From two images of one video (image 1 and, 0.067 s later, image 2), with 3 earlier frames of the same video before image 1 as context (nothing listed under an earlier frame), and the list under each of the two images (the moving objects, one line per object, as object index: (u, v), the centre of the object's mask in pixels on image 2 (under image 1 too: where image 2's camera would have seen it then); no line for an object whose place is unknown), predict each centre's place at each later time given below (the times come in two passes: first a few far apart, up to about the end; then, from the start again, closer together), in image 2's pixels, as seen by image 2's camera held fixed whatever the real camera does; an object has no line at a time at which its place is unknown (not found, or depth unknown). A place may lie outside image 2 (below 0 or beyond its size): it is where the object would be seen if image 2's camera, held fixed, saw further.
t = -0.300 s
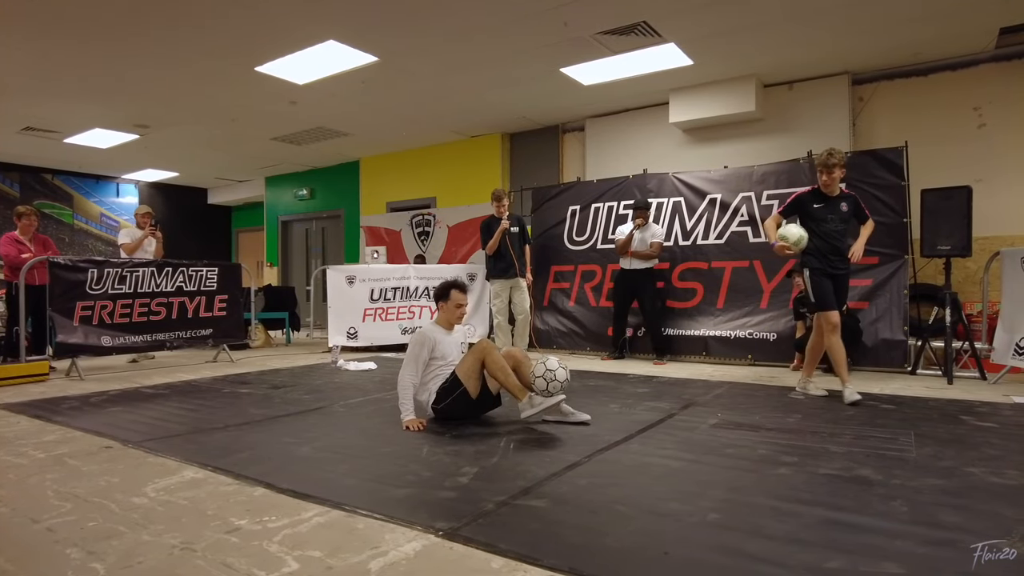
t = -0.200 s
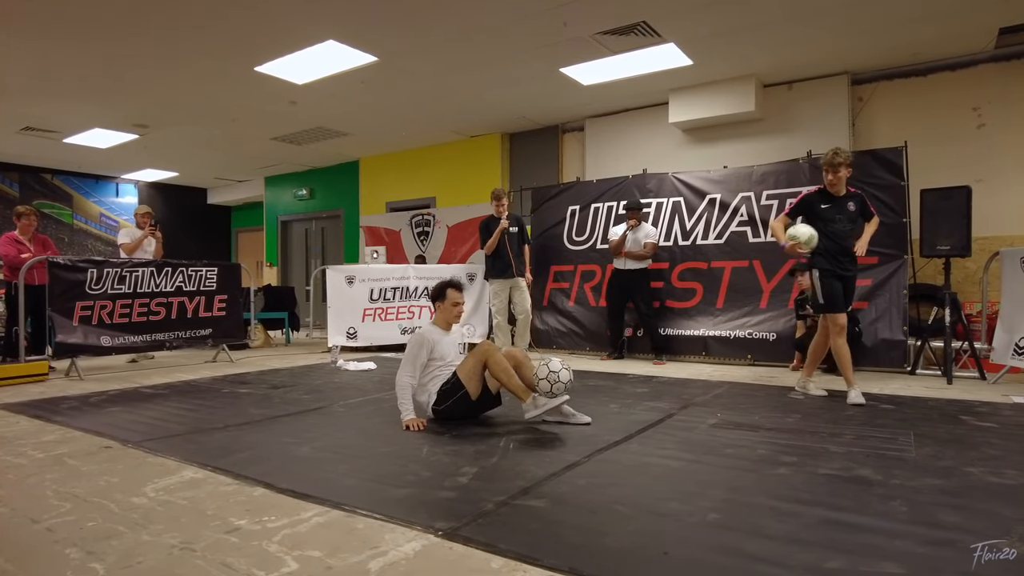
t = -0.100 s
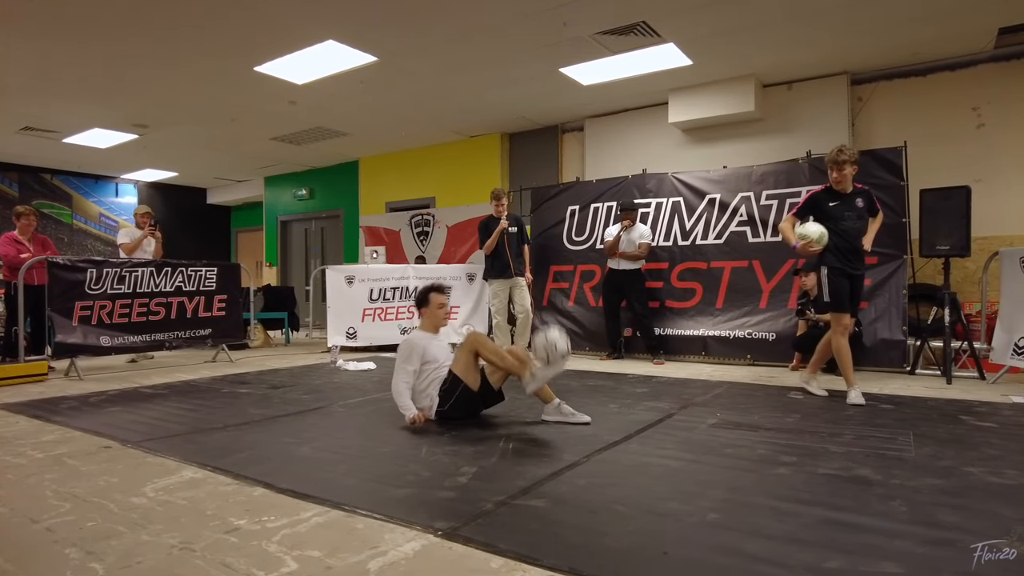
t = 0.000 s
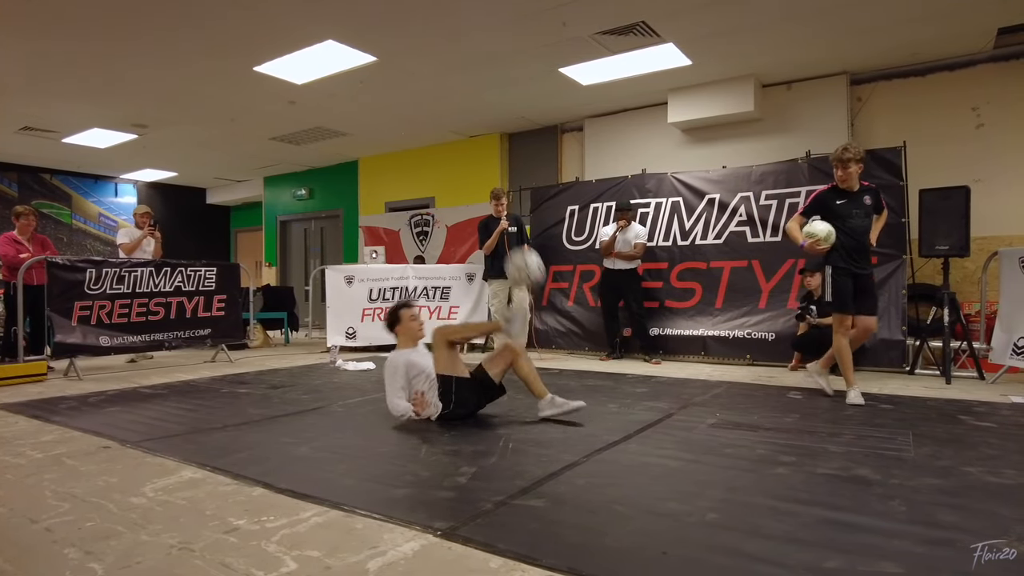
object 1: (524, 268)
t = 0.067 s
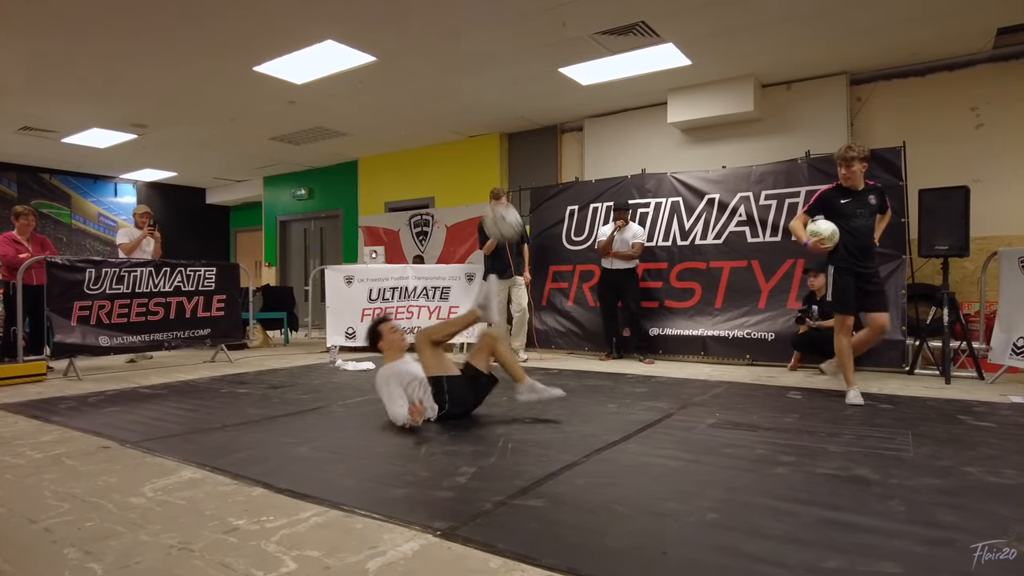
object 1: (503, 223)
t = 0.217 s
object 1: (454, 150)
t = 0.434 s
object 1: (391, 117)
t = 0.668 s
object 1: (333, 161)
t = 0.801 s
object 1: (303, 218)
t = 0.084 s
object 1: (497, 212)
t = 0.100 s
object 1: (492, 203)
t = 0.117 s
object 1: (486, 193)
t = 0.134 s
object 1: (481, 184)
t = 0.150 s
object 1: (475, 176)
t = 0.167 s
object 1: (470, 169)
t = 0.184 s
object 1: (464, 162)
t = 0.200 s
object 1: (459, 155)
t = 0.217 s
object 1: (454, 150)
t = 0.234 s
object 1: (449, 144)
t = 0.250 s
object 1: (444, 139)
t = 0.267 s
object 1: (439, 135)
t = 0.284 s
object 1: (434, 131)
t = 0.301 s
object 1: (429, 128)
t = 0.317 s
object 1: (424, 125)
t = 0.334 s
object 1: (420, 122)
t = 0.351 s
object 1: (415, 120)
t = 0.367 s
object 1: (410, 118)
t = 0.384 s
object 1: (405, 117)
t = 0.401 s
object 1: (401, 116)
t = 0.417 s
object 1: (396, 116)
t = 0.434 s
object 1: (391, 117)
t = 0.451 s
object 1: (387, 117)
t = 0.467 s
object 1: (382, 118)
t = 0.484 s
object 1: (378, 120)
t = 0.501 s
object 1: (374, 121)
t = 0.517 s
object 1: (369, 123)
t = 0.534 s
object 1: (365, 126)
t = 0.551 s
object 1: (361, 129)
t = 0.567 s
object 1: (356, 133)
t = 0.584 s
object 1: (352, 136)
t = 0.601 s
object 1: (348, 141)
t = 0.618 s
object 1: (345, 145)
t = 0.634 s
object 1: (340, 150)
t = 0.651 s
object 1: (337, 155)
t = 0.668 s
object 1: (333, 161)
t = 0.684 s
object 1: (329, 167)
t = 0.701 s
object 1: (325, 173)
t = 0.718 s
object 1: (322, 180)
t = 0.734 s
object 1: (318, 186)
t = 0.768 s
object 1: (311, 201)
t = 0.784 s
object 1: (307, 209)
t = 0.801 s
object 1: (303, 218)
